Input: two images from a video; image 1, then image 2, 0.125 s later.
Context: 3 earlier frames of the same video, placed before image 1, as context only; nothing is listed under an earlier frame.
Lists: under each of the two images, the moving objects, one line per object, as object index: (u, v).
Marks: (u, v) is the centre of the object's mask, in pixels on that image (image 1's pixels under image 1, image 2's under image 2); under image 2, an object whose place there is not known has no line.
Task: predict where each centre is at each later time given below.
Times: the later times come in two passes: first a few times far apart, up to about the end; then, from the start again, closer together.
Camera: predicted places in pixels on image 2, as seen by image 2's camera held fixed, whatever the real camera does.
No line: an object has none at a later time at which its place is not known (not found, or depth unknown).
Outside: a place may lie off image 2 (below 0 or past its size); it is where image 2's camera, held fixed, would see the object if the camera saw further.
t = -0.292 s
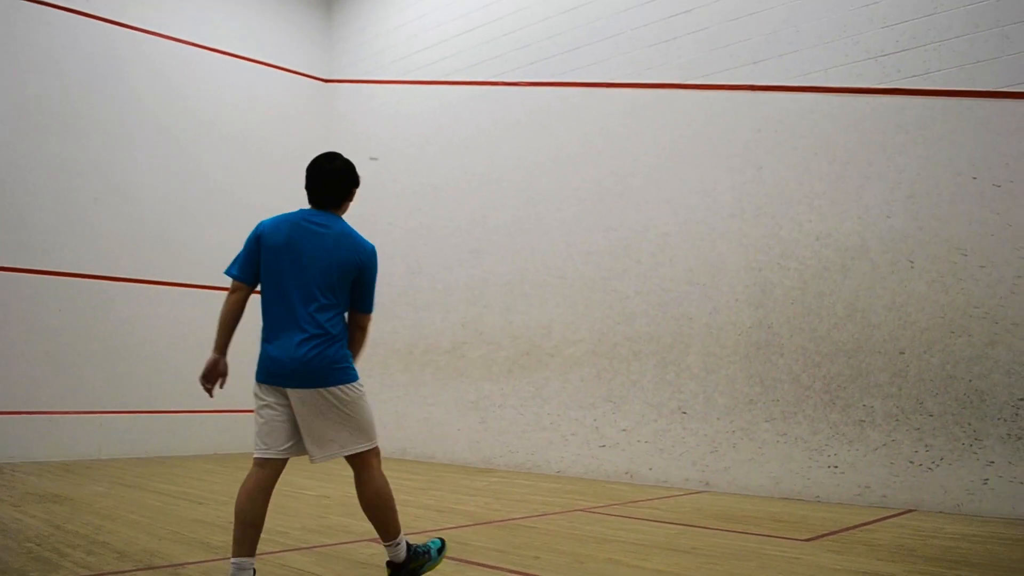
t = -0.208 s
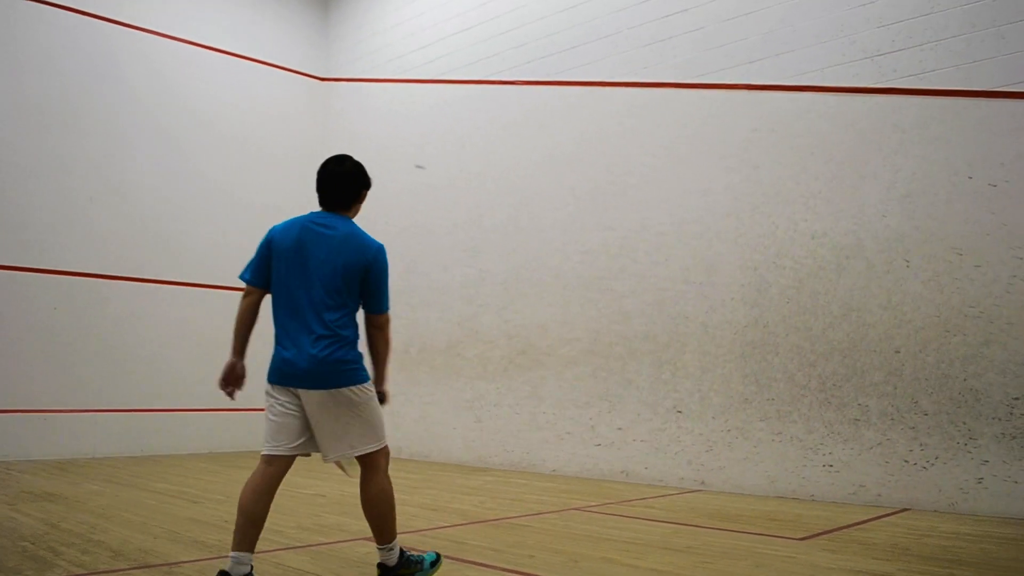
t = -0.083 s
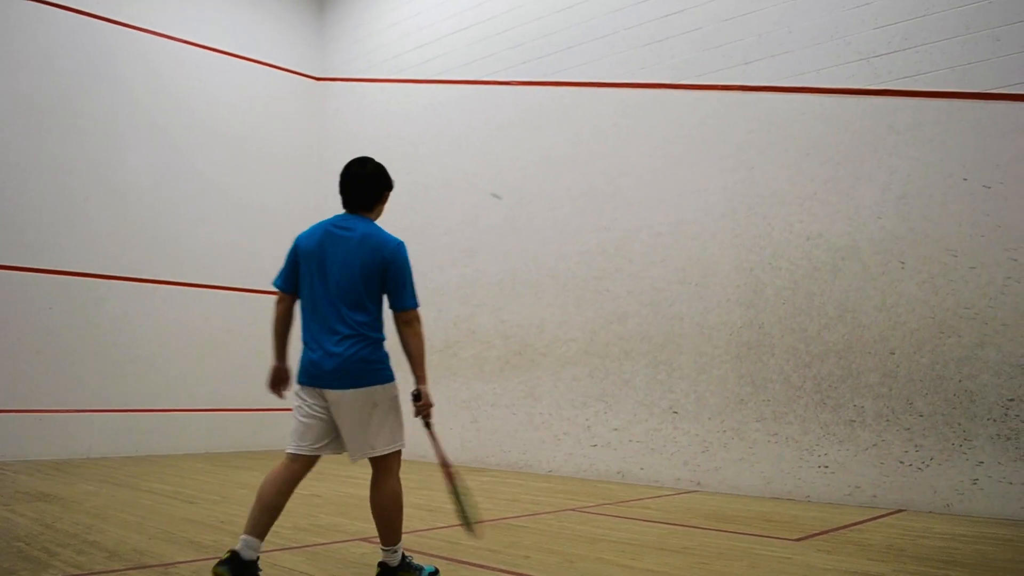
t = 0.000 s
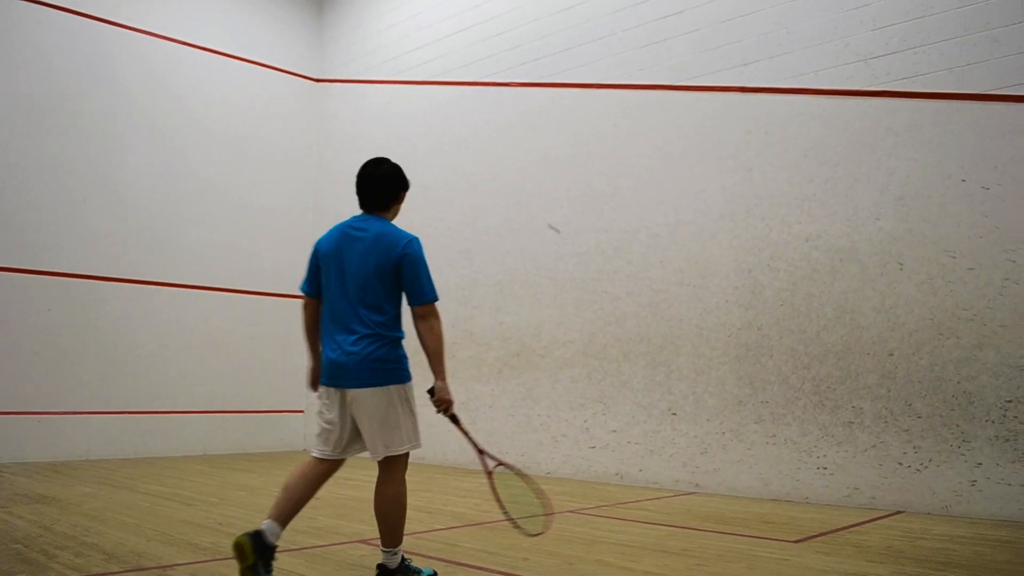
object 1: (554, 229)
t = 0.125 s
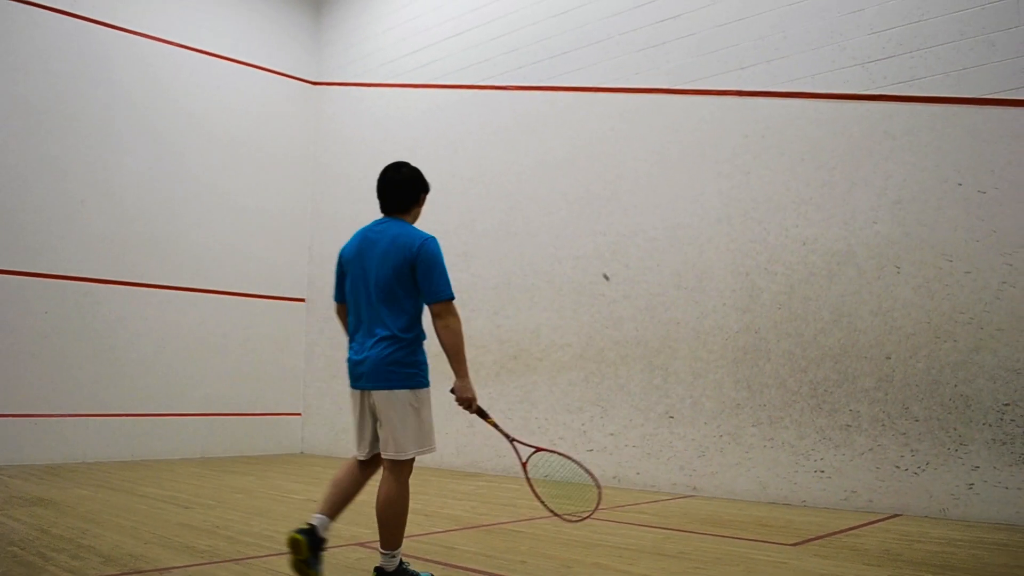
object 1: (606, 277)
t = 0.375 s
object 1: (700, 439)
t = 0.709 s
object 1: (756, 433)
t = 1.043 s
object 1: (800, 500)
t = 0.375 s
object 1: (700, 439)
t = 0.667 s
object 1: (752, 439)
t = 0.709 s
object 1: (756, 433)
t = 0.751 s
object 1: (761, 430)
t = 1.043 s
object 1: (800, 500)
